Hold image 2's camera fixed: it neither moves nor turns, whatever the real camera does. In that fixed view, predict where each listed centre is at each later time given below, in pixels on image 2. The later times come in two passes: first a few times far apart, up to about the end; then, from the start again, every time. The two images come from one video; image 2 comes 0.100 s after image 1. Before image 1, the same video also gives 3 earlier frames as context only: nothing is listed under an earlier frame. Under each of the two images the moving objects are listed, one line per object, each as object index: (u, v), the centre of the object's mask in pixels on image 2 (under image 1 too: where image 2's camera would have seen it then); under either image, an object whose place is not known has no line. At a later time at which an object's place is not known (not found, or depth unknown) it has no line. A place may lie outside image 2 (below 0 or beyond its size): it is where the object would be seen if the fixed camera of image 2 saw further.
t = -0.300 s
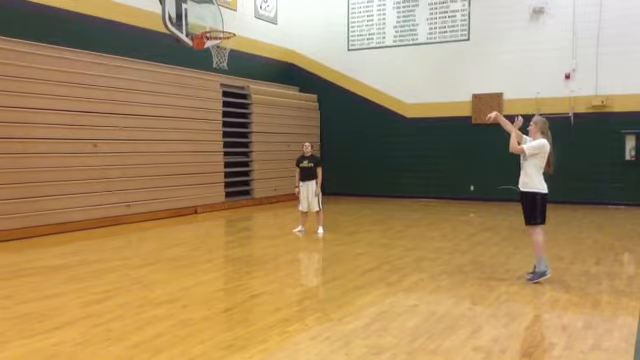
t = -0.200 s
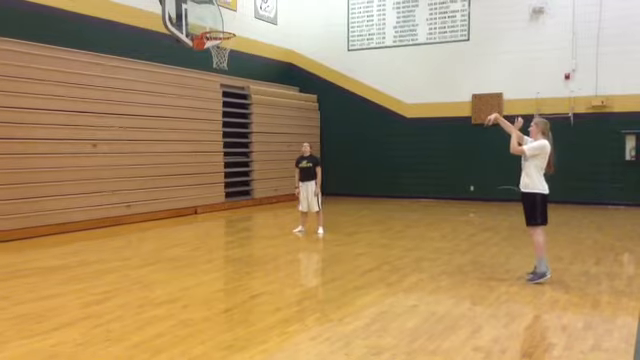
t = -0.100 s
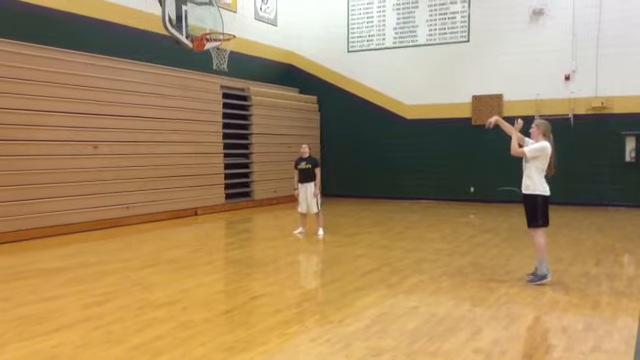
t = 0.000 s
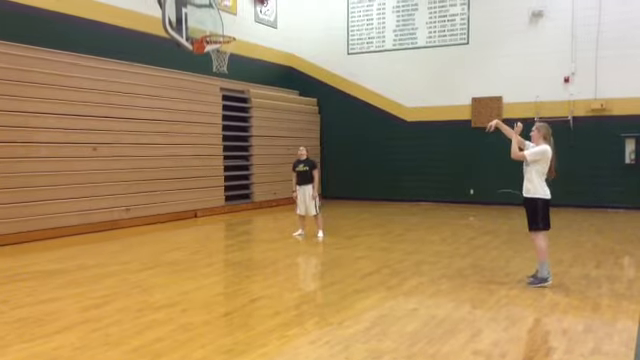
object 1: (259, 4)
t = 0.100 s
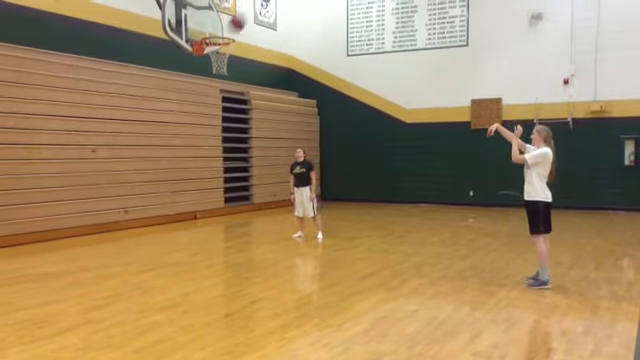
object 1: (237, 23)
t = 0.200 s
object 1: (231, 23)
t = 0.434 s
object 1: (233, 20)
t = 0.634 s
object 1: (238, 38)
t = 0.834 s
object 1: (249, 71)
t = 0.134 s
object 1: (231, 30)
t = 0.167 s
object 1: (231, 27)
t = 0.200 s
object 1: (231, 23)
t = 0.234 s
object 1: (231, 21)
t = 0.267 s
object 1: (232, 19)
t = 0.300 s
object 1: (232, 17)
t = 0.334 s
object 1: (232, 17)
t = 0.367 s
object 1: (232, 17)
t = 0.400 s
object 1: (232, 18)
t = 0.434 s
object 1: (233, 20)
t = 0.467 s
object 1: (233, 23)
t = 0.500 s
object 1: (233, 26)
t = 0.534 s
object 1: (234, 30)
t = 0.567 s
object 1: (234, 34)
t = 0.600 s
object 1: (236, 36)
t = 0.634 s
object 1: (238, 38)
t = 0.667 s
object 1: (240, 42)
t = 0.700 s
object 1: (241, 46)
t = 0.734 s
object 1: (243, 52)
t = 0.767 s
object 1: (246, 57)
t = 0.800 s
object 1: (248, 64)
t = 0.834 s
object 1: (249, 71)
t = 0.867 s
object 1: (250, 78)
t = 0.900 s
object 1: (251, 87)
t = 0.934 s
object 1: (254, 100)
